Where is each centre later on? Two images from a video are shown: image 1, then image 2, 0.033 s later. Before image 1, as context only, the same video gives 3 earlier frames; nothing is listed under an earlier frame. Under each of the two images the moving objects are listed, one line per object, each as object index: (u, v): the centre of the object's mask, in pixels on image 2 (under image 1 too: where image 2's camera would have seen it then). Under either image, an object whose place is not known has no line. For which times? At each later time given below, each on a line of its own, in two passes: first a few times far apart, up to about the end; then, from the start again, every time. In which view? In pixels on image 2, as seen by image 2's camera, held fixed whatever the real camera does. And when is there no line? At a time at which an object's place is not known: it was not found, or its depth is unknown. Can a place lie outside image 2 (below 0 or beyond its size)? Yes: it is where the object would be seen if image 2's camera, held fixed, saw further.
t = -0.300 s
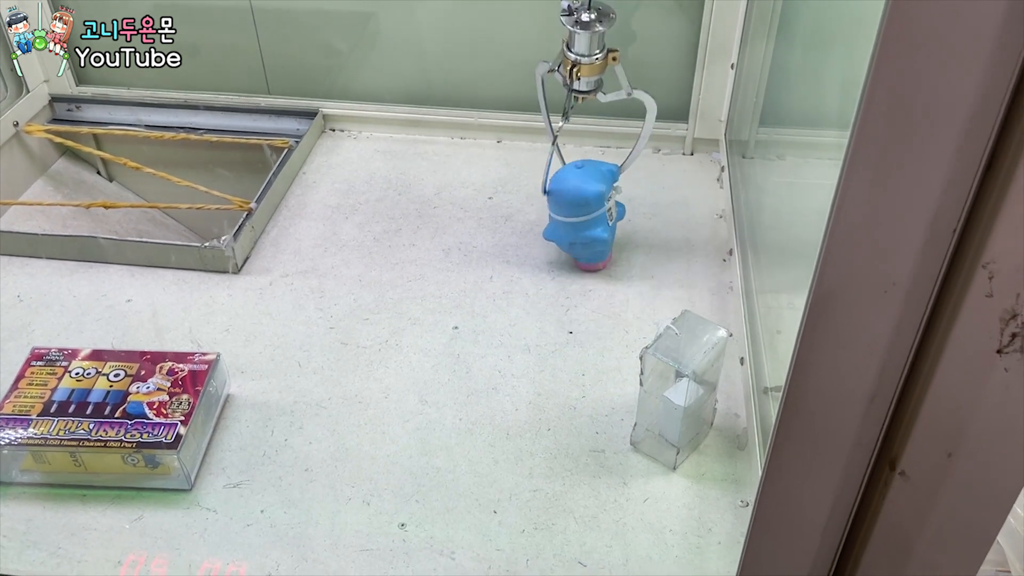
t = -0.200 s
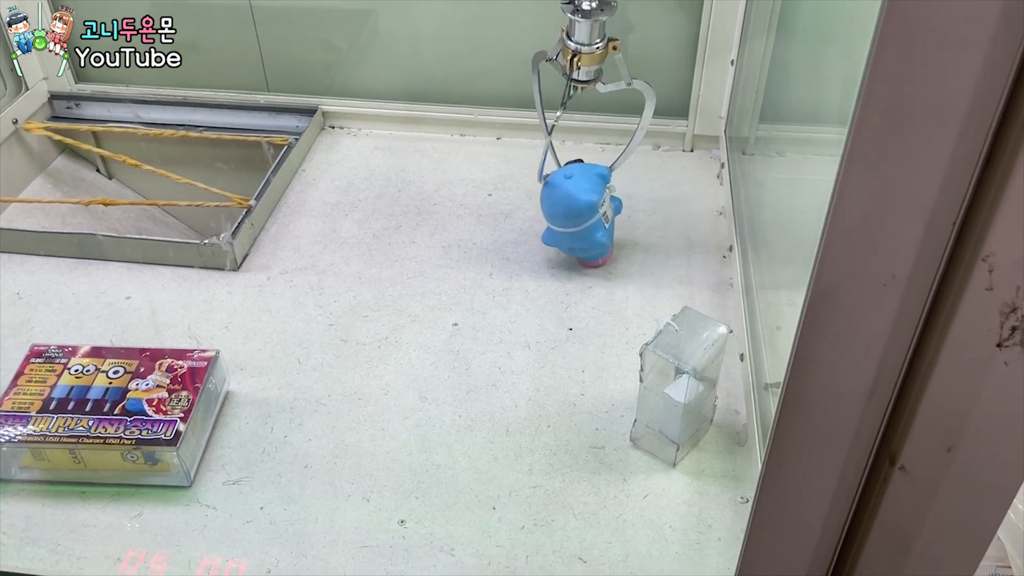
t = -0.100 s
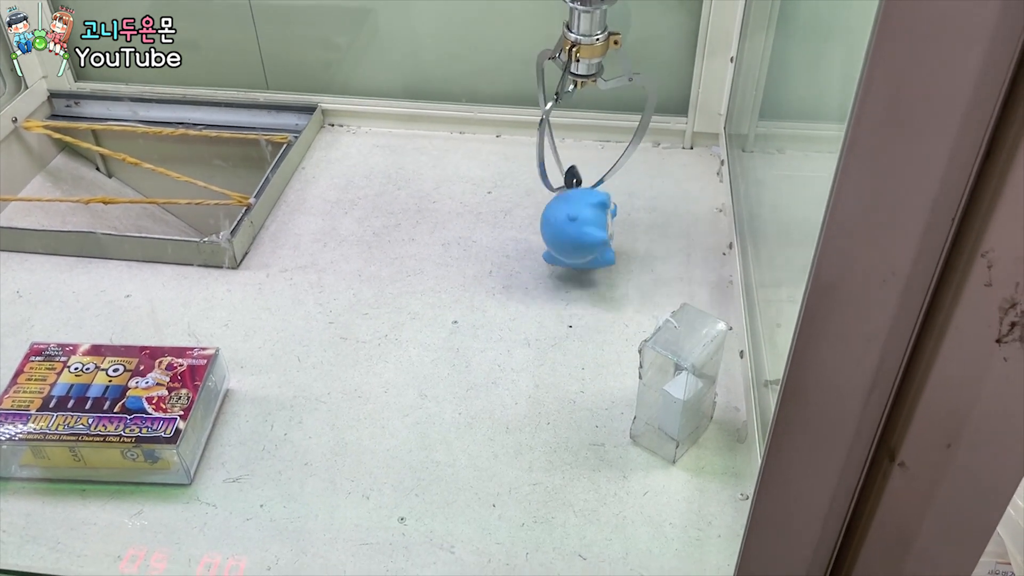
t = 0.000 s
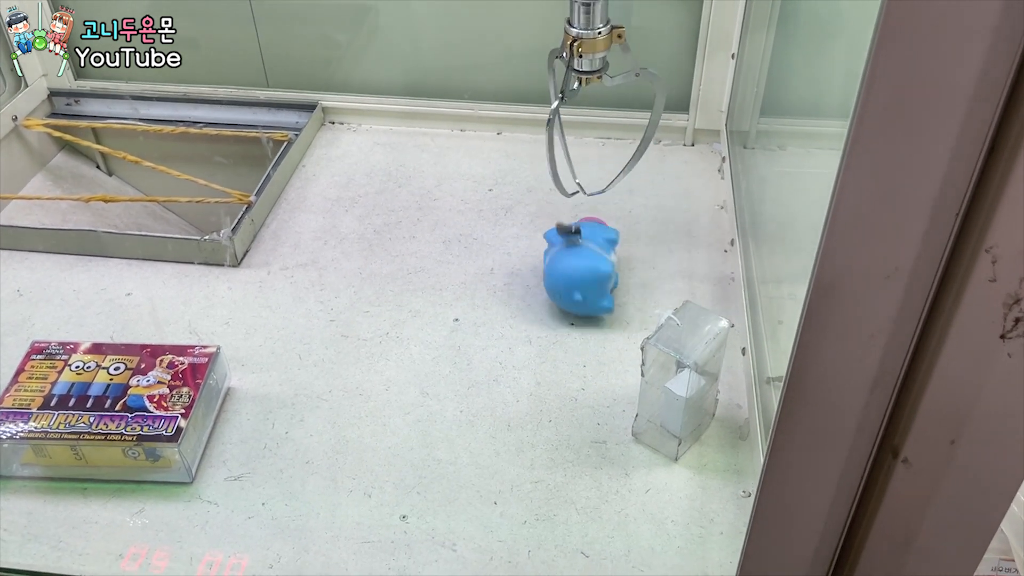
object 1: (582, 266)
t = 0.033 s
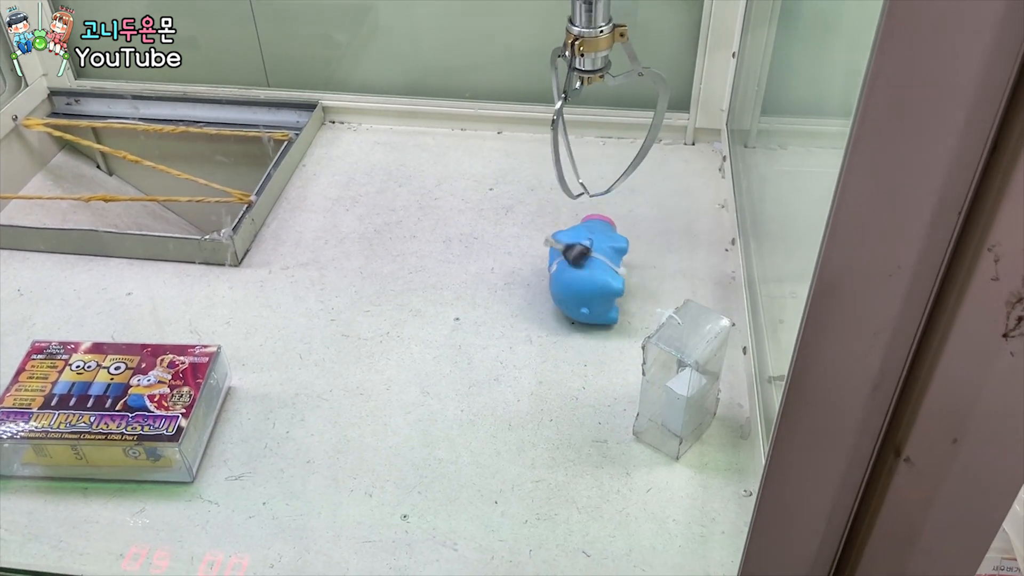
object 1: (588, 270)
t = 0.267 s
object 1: (581, 288)
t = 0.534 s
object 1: (581, 287)
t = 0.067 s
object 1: (590, 274)
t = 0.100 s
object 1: (586, 279)
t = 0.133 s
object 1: (581, 284)
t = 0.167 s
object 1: (578, 287)
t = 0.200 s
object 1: (577, 288)
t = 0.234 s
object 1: (578, 288)
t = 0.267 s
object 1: (581, 288)
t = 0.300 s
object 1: (583, 287)
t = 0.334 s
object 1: (585, 287)
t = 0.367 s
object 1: (586, 287)
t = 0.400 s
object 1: (586, 287)
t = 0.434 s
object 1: (584, 287)
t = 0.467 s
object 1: (581, 287)
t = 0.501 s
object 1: (580, 287)
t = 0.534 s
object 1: (581, 287)
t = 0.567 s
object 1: (582, 287)
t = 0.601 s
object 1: (583, 287)
